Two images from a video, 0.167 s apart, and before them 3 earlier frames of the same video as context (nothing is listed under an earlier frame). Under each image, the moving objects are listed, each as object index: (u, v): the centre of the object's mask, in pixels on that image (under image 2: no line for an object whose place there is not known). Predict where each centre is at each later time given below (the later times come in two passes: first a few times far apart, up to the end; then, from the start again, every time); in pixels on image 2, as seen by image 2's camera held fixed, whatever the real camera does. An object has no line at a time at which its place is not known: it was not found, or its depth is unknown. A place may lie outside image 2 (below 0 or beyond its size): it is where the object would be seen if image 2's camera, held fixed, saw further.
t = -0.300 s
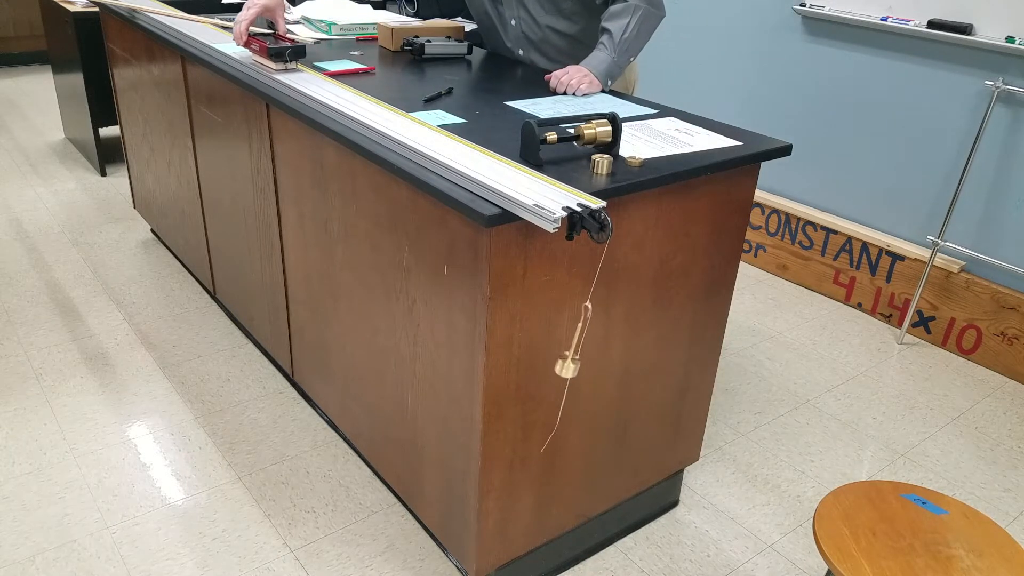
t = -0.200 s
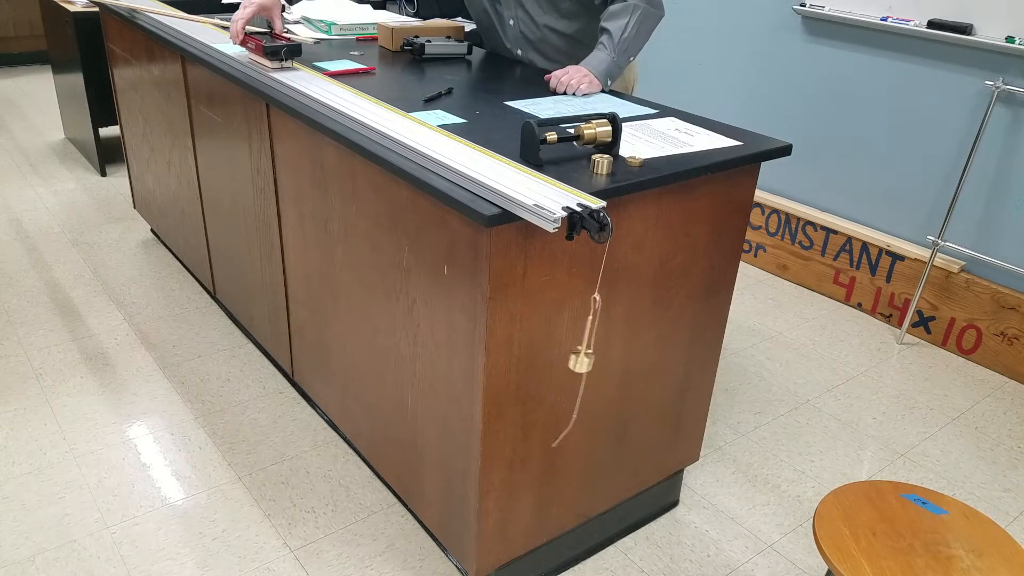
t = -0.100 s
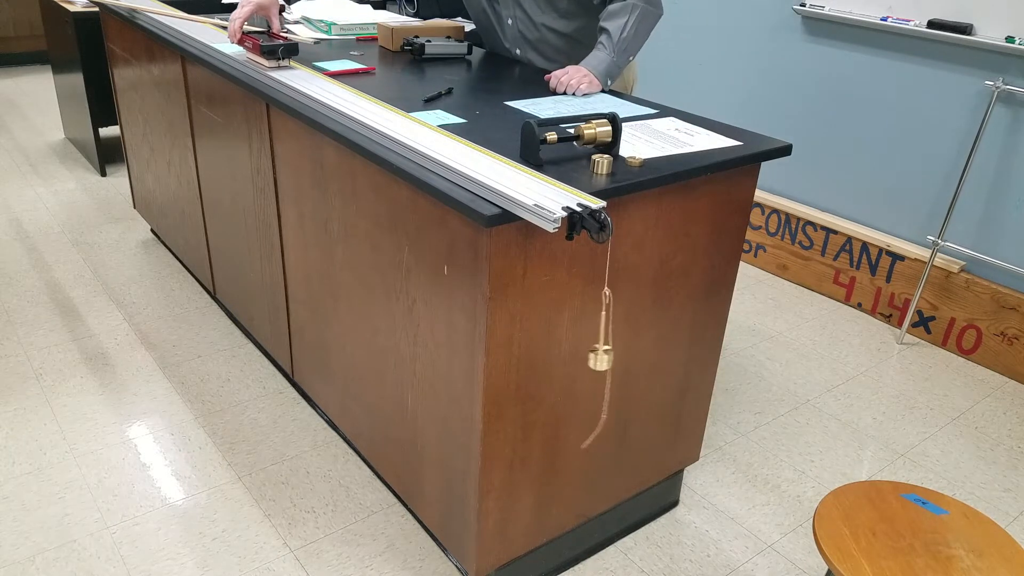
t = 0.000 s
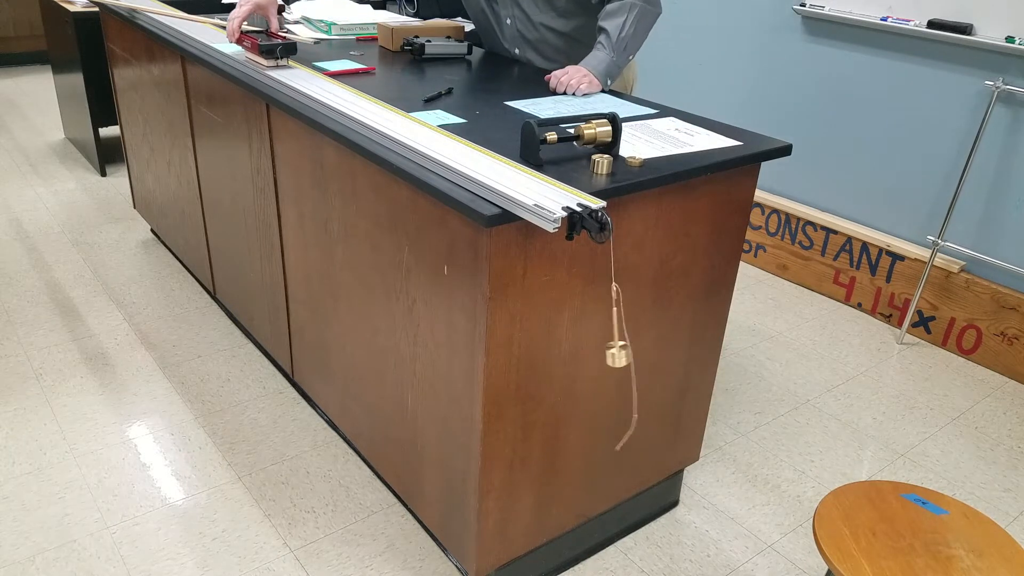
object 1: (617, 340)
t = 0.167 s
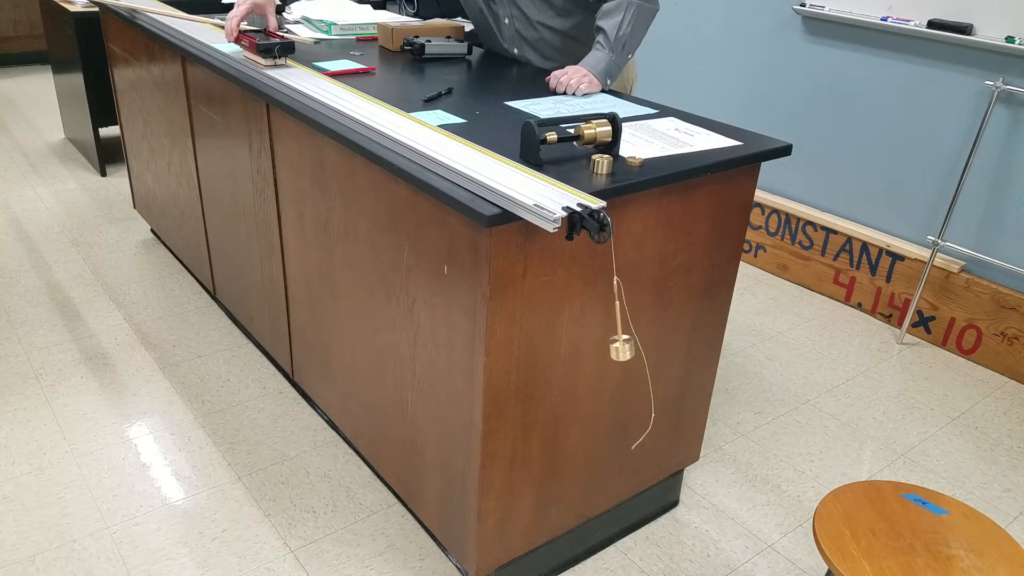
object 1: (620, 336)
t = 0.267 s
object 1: (607, 331)
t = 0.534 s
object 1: (578, 315)
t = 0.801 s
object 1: (612, 312)
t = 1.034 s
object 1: (617, 310)
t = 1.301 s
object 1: (580, 304)
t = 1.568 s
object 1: (611, 309)
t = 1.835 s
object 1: (612, 307)
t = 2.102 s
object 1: (582, 299)
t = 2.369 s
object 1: (616, 304)
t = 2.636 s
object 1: (604, 304)
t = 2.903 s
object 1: (583, 302)
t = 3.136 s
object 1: (617, 304)
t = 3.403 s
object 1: (603, 305)
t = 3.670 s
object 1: (586, 300)
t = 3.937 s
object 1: (621, 307)
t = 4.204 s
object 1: (596, 305)
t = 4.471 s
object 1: (590, 305)
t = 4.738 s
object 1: (622, 307)
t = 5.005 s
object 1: (591, 299)
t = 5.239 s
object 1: (590, 311)
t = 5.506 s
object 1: (623, 311)
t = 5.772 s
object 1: (587, 310)
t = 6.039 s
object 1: (596, 313)
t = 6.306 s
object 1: (622, 314)
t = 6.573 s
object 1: (582, 309)
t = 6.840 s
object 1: (604, 315)
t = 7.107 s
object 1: (617, 314)
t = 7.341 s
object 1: (582, 309)
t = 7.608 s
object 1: (606, 308)
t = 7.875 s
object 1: (615, 309)
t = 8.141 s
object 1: (582, 305)
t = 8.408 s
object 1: (612, 310)
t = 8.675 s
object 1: (609, 308)
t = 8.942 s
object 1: (582, 305)
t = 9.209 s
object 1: (617, 310)
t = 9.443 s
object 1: (608, 309)
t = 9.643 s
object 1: (583, 304)
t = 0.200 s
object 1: (617, 334)
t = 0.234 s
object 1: (613, 332)
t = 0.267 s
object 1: (607, 331)
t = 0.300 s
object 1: (602, 329)
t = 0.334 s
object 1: (596, 327)
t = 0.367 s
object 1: (591, 325)
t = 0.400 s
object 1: (586, 323)
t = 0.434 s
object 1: (582, 320)
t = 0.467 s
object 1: (579, 318)
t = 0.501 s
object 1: (578, 316)
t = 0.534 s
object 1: (578, 315)
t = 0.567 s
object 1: (579, 313)
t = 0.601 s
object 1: (581, 313)
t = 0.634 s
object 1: (585, 313)
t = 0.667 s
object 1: (590, 311)
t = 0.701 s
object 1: (596, 312)
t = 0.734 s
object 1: (601, 312)
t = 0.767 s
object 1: (607, 313)
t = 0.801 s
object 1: (612, 312)
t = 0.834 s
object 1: (617, 313)
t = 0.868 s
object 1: (621, 314)
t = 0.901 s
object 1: (623, 314)
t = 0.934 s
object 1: (624, 313)
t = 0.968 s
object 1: (623, 312)
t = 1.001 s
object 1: (621, 312)
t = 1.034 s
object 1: (617, 310)
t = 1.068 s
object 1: (612, 312)
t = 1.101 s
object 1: (606, 310)
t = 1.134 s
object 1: (601, 309)
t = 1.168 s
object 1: (595, 302)
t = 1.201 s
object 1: (589, 308)
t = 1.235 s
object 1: (585, 306)
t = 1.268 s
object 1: (581, 305)
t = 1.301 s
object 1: (580, 304)
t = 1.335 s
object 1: (580, 304)
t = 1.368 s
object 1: (581, 304)
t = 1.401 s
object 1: (584, 306)
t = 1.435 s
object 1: (589, 306)
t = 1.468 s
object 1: (594, 307)
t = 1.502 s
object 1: (600, 308)
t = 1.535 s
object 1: (606, 308)
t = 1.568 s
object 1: (611, 309)
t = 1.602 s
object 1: (616, 309)
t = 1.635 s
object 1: (620, 308)
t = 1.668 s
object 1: (622, 307)
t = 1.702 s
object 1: (623, 306)
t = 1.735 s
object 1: (622, 306)
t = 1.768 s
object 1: (620, 305)
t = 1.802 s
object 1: (616, 305)
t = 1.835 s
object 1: (612, 307)
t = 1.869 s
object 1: (606, 307)
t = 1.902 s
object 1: (600, 304)
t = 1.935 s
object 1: (595, 303)
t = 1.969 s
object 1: (589, 303)
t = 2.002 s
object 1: (586, 301)
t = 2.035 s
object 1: (583, 299)
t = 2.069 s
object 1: (582, 299)
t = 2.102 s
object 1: (582, 299)
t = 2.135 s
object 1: (583, 300)
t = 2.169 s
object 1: (586, 301)
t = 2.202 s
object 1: (591, 300)
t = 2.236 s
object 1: (596, 302)
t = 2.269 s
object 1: (601, 303)
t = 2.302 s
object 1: (607, 304)
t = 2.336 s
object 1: (612, 305)
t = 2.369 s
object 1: (616, 304)
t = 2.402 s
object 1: (620, 304)
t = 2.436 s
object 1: (622, 303)
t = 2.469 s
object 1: (622, 302)
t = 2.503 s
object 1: (621, 303)
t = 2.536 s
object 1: (619, 307)
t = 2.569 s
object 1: (615, 307)
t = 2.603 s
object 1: (610, 306)
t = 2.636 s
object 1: (604, 304)
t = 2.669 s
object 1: (599, 304)
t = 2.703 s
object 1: (594, 302)
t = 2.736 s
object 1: (589, 302)
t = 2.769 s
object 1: (585, 300)
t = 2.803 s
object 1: (583, 299)
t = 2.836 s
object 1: (582, 300)
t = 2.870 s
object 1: (582, 300)
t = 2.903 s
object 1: (583, 302)
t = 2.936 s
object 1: (587, 304)
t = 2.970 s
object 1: (593, 300)
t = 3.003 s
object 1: (598, 302)
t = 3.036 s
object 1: (603, 304)
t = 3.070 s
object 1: (608, 304)
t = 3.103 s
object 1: (613, 304)
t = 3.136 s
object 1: (617, 304)
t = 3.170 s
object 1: (620, 304)
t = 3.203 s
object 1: (622, 303)
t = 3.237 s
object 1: (622, 303)
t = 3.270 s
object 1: (621, 302)
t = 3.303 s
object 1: (618, 302)
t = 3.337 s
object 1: (614, 305)
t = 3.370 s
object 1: (609, 304)
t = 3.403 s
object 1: (603, 305)
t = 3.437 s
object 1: (598, 304)
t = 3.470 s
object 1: (593, 303)
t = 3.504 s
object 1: (588, 301)
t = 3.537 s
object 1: (585, 300)
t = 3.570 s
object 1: (583, 300)
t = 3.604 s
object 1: (583, 299)
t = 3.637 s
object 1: (583, 300)
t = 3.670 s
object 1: (586, 300)
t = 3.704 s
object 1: (589, 303)
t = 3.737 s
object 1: (593, 303)
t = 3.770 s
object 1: (599, 305)
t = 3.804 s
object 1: (604, 306)
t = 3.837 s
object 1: (610, 307)
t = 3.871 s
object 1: (615, 307)
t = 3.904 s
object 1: (618, 307)
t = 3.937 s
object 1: (621, 307)
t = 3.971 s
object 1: (622, 306)
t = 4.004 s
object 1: (622, 306)
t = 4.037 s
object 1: (620, 306)
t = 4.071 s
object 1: (617, 306)
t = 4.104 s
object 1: (612, 305)
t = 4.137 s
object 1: (607, 306)
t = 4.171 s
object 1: (601, 306)
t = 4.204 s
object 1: (596, 305)
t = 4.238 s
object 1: (591, 304)
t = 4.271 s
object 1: (586, 303)
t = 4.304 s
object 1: (583, 303)
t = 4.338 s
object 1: (581, 302)
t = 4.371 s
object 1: (582, 302)
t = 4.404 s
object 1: (583, 303)
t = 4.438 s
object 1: (586, 304)
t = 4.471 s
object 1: (590, 305)
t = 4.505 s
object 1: (594, 306)
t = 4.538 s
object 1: (600, 307)
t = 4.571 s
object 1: (606, 308)
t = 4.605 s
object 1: (611, 308)
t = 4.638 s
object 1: (616, 308)
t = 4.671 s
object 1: (619, 308)
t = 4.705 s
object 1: (622, 307)
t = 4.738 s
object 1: (622, 307)
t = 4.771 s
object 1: (622, 307)
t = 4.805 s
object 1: (620, 307)
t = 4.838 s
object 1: (616, 306)
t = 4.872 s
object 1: (611, 305)
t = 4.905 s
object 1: (606, 302)
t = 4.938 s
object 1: (600, 303)
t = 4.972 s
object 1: (596, 300)
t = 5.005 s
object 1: (591, 299)
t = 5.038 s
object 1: (587, 299)
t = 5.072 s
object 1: (585, 298)
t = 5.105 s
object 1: (584, 297)
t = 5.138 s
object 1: (580, 307)
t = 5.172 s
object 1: (582, 308)
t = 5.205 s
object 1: (586, 307)
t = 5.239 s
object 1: (590, 311)
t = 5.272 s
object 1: (595, 311)
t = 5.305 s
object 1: (602, 306)
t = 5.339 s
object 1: (607, 313)
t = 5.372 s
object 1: (613, 312)
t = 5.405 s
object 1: (617, 312)
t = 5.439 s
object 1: (621, 313)
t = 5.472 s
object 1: (623, 312)
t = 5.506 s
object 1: (623, 311)
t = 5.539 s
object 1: (622, 313)
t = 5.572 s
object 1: (619, 312)
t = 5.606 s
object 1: (615, 313)
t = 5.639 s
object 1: (610, 302)
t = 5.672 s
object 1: (603, 314)
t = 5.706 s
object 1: (597, 314)
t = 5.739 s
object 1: (591, 311)
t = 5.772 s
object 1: (587, 310)
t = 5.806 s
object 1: (582, 310)
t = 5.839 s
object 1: (580, 309)
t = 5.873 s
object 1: (579, 309)
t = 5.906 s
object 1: (580, 309)
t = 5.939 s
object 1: (582, 311)
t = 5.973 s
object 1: (586, 311)
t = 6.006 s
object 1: (591, 312)
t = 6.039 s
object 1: (596, 313)
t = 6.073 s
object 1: (602, 314)
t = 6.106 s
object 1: (608, 315)
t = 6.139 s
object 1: (614, 315)
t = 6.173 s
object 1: (618, 314)
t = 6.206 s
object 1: (621, 314)
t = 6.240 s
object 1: (623, 314)
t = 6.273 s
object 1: (623, 314)
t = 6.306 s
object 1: (622, 314)
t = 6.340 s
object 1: (619, 314)
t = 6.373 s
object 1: (614, 314)
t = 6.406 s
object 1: (608, 313)
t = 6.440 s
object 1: (602, 313)
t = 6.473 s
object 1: (596, 313)
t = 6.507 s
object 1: (589, 313)
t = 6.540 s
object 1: (585, 310)
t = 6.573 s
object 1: (582, 309)
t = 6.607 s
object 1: (580, 309)
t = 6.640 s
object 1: (579, 309)
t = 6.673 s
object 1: (580, 309)
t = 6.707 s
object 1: (583, 310)
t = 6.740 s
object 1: (587, 311)
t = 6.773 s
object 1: (592, 313)
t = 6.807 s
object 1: (598, 314)
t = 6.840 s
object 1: (604, 315)
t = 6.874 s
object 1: (610, 315)
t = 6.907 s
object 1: (615, 315)
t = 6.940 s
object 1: (619, 315)
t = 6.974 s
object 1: (622, 314)
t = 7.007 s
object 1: (623, 314)
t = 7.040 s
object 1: (623, 314)
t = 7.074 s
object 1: (621, 314)
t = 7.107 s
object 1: (617, 314)
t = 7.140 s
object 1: (613, 314)
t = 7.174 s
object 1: (607, 313)
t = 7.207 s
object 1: (601, 313)
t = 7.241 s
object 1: (595, 312)
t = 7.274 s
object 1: (590, 311)
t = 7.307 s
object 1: (585, 310)
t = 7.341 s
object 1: (582, 309)
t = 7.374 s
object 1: (580, 309)
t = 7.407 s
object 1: (580, 309)
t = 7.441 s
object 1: (581, 310)
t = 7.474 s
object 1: (586, 305)
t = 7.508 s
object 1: (590, 306)
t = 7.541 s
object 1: (593, 313)
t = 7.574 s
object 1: (599, 314)
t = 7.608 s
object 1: (606, 308)
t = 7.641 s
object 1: (611, 310)
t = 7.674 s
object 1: (616, 311)
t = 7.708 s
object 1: (619, 311)
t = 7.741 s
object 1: (621, 310)
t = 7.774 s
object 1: (622, 310)
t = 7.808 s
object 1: (621, 310)
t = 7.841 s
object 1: (619, 309)
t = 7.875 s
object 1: (615, 309)
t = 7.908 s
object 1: (611, 309)
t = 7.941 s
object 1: (606, 309)
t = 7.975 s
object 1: (600, 308)
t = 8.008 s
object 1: (595, 307)
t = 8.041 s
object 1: (590, 306)
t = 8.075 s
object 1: (585, 306)
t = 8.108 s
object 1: (583, 305)
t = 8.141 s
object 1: (582, 305)
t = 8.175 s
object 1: (582, 305)
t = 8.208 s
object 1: (583, 305)
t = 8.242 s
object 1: (586, 306)
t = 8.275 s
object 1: (591, 308)
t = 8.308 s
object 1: (596, 309)
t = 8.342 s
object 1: (601, 309)
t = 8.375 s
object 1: (607, 310)
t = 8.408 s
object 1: (612, 310)
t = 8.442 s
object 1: (616, 310)
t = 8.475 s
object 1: (619, 310)
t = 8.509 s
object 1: (621, 309)
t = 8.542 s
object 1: (621, 308)
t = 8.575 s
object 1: (620, 308)
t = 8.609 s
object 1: (618, 309)
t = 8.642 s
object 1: (614, 309)
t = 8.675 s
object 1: (609, 308)
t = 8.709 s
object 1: (604, 308)
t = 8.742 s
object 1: (598, 307)
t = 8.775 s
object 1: (593, 306)
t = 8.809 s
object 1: (589, 305)
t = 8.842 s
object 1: (585, 305)
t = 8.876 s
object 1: (583, 305)
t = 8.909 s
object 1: (582, 305)
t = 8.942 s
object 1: (582, 305)
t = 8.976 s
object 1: (584, 306)
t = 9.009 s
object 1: (588, 307)
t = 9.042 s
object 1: (592, 308)
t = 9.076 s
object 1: (597, 309)
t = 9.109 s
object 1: (603, 310)
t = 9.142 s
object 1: (608, 310)
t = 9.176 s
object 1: (613, 310)
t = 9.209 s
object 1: (617, 310)
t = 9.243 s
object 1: (620, 310)
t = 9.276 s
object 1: (621, 310)
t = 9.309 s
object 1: (621, 309)
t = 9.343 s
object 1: (620, 309)
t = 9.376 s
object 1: (617, 310)
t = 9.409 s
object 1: (613, 309)
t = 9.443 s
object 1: (608, 309)
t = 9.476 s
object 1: (603, 308)
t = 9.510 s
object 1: (597, 307)
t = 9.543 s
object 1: (593, 306)
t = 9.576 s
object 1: (588, 305)
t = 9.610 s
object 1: (585, 305)
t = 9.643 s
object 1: (583, 304)
